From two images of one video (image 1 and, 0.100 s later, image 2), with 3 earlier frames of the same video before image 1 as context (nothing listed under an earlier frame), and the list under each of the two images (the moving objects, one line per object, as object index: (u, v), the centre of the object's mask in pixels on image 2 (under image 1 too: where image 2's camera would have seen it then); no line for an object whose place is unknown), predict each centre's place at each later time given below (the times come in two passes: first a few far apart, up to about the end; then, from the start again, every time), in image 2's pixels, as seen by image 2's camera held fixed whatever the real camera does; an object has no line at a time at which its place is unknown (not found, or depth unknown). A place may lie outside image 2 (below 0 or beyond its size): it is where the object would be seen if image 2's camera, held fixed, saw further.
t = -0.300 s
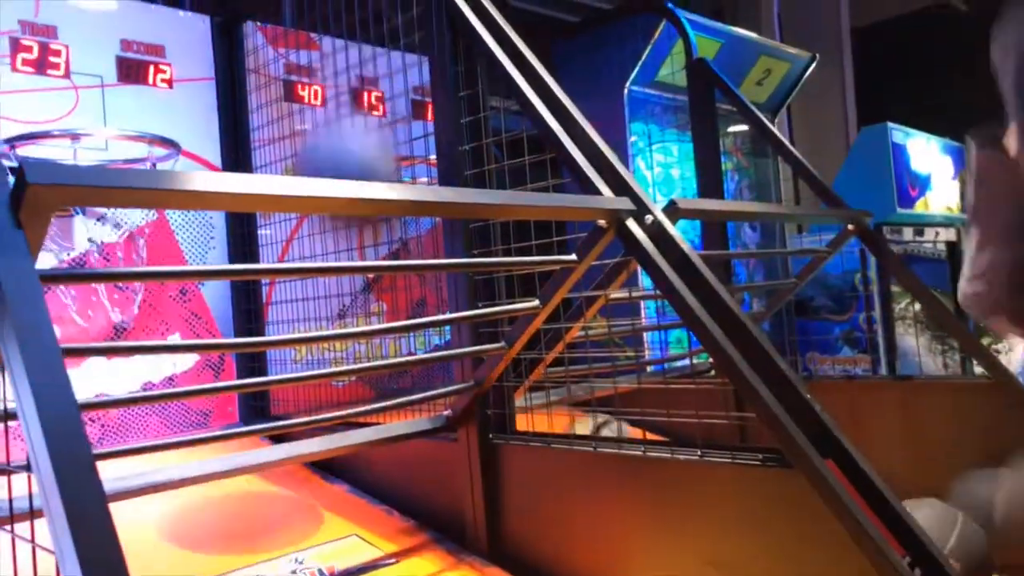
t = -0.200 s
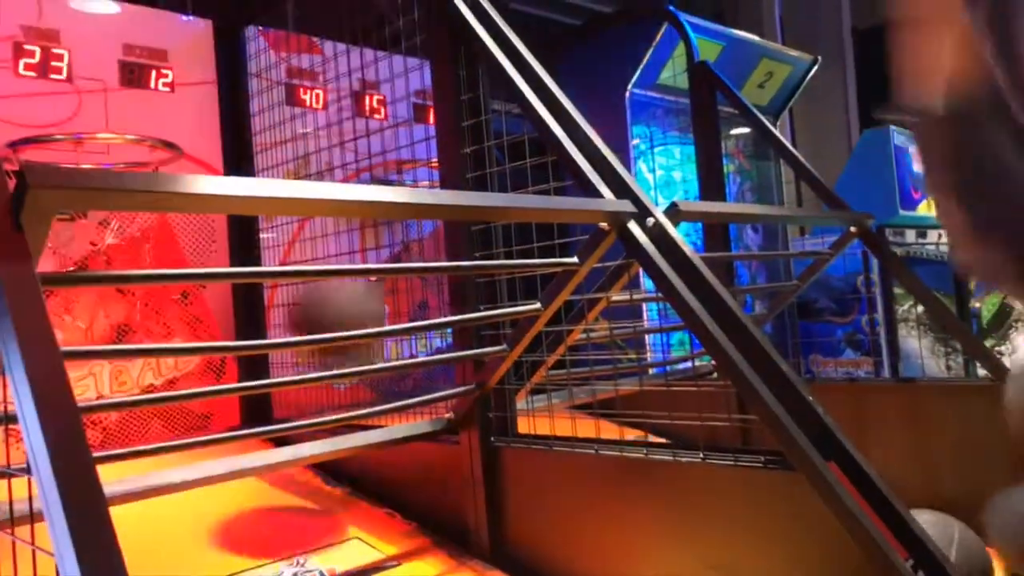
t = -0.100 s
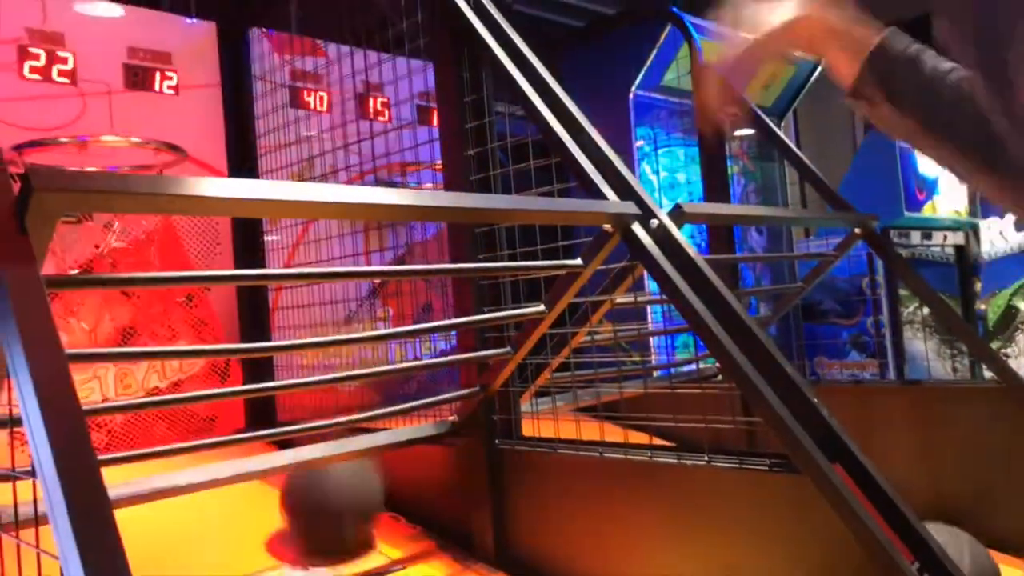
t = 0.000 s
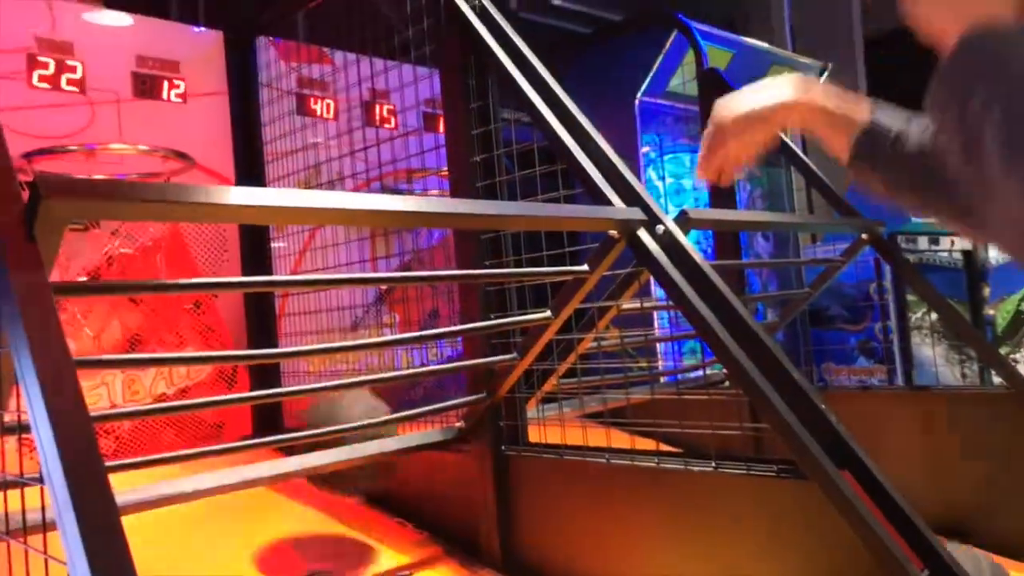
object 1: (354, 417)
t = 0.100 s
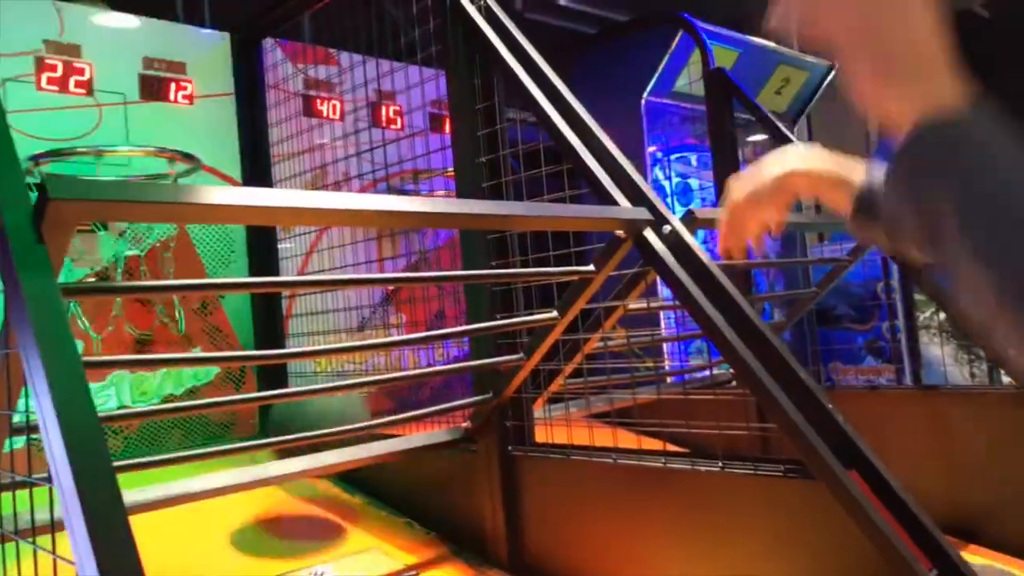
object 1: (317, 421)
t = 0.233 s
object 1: (287, 492)
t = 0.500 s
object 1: (291, 491)
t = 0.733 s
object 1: (317, 503)
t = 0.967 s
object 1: (358, 509)
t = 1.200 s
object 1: (427, 528)
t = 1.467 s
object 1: (547, 553)
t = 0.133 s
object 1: (306, 423)
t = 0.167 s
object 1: (298, 426)
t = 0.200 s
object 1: (288, 432)
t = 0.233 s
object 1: (287, 492)
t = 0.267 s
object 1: (285, 490)
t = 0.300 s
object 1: (280, 432)
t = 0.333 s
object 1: (280, 431)
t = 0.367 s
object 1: (281, 430)
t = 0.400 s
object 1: (282, 430)
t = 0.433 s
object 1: (282, 432)
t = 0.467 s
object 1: (289, 489)
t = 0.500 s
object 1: (291, 491)
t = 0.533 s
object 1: (294, 488)
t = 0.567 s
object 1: (295, 482)
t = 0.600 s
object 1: (298, 482)
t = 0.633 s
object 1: (302, 487)
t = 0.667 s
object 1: (309, 504)
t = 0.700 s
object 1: (312, 503)
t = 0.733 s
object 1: (317, 503)
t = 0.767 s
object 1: (322, 504)
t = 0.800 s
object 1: (326, 506)
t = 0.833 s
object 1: (332, 507)
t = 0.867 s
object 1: (338, 507)
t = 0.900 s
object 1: (343, 509)
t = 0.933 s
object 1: (351, 510)
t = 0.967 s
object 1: (358, 509)
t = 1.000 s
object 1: (365, 513)
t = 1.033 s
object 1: (373, 515)
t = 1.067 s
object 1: (383, 518)
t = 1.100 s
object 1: (393, 519)
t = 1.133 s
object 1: (403, 523)
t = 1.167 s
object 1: (414, 525)
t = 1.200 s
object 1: (427, 528)
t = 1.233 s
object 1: (439, 530)
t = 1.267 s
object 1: (453, 532)
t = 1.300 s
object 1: (468, 535)
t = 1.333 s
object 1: (483, 538)
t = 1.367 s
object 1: (498, 542)
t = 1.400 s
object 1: (515, 545)
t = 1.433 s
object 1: (530, 549)
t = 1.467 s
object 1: (547, 553)
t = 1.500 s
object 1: (567, 556)
